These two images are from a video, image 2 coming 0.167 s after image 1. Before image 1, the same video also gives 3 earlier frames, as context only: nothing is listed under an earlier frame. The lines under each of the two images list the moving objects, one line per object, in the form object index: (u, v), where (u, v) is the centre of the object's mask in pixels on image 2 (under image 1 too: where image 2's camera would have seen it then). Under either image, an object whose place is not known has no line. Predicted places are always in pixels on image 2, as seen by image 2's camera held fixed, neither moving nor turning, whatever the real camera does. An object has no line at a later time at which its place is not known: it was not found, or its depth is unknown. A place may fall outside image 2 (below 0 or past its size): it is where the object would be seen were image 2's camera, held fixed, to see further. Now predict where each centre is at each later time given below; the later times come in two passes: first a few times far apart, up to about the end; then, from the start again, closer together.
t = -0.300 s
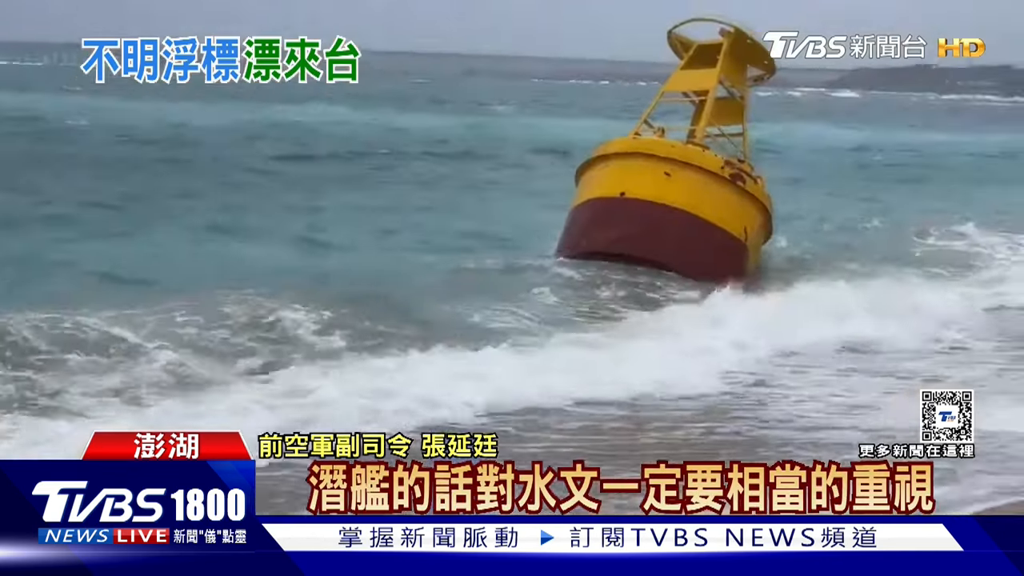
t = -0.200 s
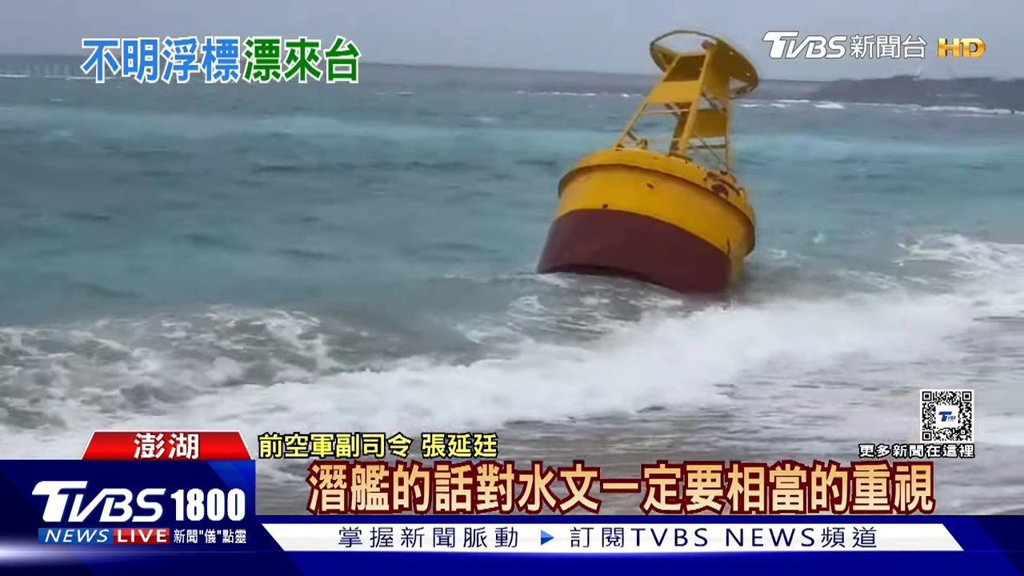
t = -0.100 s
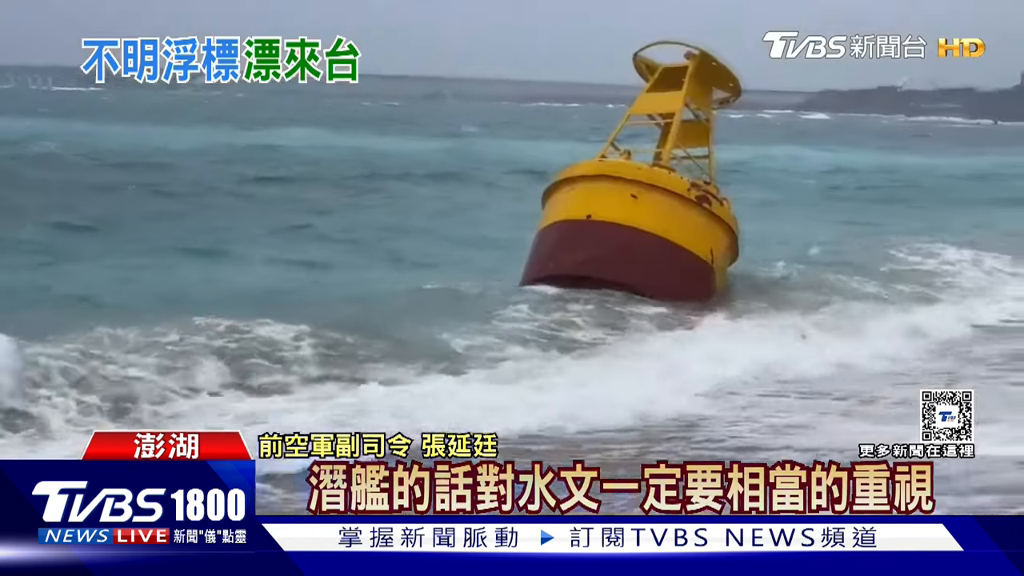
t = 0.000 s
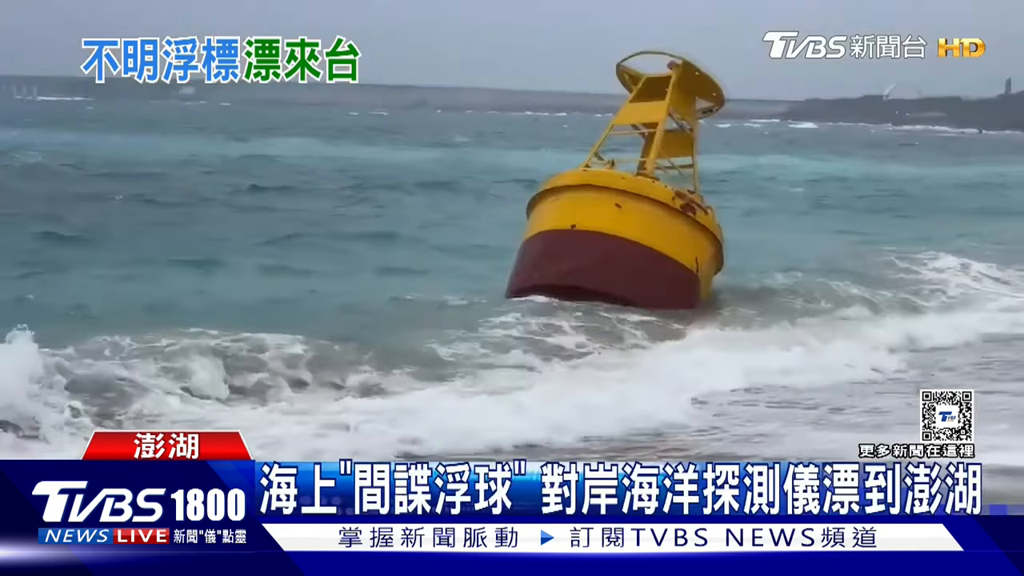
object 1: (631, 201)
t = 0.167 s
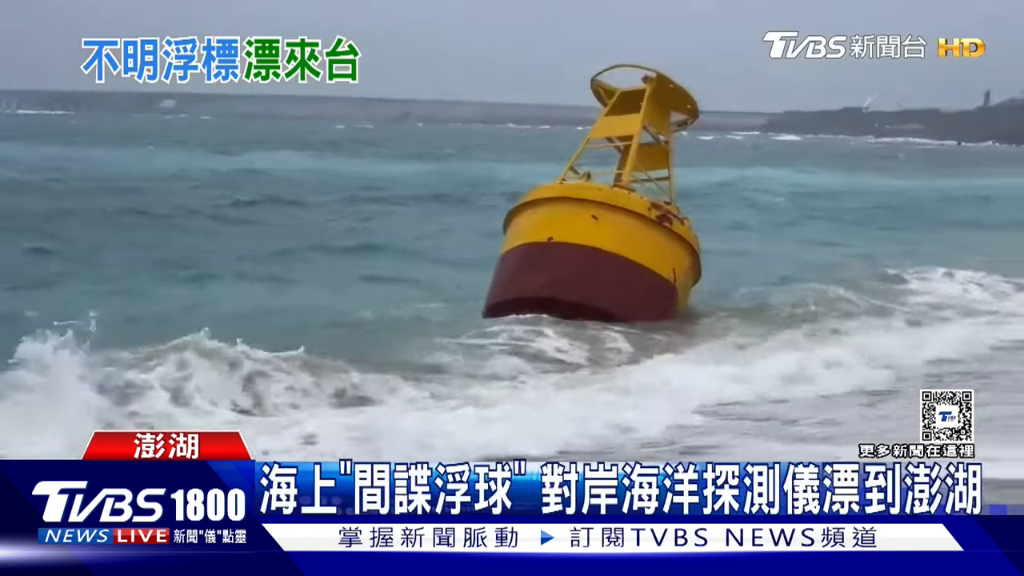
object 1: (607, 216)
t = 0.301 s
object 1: (592, 226)
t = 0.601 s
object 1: (569, 241)
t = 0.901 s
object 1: (560, 247)
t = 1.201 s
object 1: (559, 250)
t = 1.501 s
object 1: (561, 253)
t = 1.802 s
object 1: (564, 255)
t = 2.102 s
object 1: (565, 257)
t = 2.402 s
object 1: (564, 262)
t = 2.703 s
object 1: (560, 269)
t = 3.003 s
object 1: (557, 277)
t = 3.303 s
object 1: (557, 282)
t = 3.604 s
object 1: (561, 280)
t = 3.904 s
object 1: (563, 279)
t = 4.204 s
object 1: (559, 281)
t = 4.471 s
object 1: (554, 283)
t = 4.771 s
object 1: (554, 287)
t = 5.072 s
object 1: (554, 291)
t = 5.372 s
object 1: (555, 291)
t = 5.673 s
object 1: (556, 292)
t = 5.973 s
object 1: (558, 293)
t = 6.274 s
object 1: (560, 293)
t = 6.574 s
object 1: (564, 291)
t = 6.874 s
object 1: (570, 288)
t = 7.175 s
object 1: (576, 283)
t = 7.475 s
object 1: (588, 276)
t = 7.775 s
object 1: (602, 267)
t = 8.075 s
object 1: (611, 260)
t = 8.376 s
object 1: (608, 265)
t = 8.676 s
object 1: (595, 272)
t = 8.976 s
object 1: (586, 258)
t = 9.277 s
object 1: (573, 273)
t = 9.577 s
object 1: (573, 276)
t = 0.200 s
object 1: (602, 218)
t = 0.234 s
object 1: (598, 221)
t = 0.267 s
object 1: (595, 223)
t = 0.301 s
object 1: (592, 226)
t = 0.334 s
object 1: (589, 228)
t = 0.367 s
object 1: (586, 230)
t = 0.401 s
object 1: (583, 232)
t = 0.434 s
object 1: (580, 233)
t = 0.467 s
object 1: (577, 235)
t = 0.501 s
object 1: (575, 236)
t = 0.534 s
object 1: (573, 239)
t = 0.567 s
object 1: (570, 240)
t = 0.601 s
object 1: (569, 241)
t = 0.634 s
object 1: (567, 242)
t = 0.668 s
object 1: (566, 242)
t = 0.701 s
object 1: (565, 243)
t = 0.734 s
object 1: (564, 244)
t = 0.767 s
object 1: (563, 245)
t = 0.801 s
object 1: (562, 245)
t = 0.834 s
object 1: (561, 246)
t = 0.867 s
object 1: (561, 247)
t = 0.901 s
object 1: (560, 247)
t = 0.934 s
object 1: (559, 248)
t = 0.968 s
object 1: (559, 248)
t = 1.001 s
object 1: (559, 248)
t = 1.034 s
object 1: (559, 249)
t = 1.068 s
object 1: (558, 249)
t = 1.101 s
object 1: (558, 249)
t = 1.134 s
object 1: (558, 250)
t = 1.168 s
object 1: (558, 250)
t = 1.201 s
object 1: (559, 250)
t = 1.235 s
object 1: (559, 251)
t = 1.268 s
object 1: (559, 251)
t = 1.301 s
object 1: (559, 251)
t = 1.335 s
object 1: (560, 252)
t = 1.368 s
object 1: (560, 252)
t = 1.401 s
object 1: (560, 252)
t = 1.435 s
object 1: (561, 252)
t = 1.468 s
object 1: (561, 253)
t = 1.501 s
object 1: (561, 253)
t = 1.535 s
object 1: (561, 253)
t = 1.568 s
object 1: (562, 253)
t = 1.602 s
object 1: (562, 254)
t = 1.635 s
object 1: (562, 254)
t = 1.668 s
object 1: (563, 254)
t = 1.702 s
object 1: (563, 254)
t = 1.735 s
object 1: (563, 255)
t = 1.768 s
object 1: (563, 255)
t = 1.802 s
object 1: (564, 255)
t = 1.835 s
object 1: (564, 255)
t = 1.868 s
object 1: (564, 255)
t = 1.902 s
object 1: (564, 256)
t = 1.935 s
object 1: (565, 256)
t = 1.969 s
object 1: (565, 256)
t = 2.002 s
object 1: (565, 256)
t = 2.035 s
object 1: (565, 256)
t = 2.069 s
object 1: (565, 257)
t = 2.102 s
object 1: (565, 257)
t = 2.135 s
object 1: (565, 258)
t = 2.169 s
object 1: (565, 258)
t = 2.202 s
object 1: (565, 259)
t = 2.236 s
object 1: (565, 259)
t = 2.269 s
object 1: (564, 260)
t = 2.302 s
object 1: (564, 261)
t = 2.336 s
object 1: (564, 261)
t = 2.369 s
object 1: (564, 262)
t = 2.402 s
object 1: (564, 262)
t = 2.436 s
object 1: (563, 263)
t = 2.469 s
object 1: (563, 263)
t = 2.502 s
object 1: (563, 264)
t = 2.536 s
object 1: (562, 265)
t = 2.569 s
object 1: (562, 266)
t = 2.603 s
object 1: (561, 266)
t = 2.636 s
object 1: (561, 267)
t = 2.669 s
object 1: (560, 268)
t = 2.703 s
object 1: (560, 269)
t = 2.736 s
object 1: (560, 270)
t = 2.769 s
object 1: (559, 271)
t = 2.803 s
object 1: (559, 272)
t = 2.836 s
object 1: (558, 273)
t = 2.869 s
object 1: (558, 274)
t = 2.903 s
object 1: (558, 274)
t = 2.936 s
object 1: (558, 275)
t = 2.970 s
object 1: (557, 276)
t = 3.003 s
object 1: (557, 277)
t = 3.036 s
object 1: (557, 278)
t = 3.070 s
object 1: (557, 279)
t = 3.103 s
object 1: (557, 279)
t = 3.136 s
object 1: (557, 280)
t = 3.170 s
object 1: (557, 281)
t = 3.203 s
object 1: (557, 281)
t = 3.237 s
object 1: (557, 282)
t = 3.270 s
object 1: (557, 282)
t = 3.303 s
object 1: (557, 282)
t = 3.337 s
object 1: (557, 282)
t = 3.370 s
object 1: (558, 282)
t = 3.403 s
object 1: (558, 282)
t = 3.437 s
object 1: (559, 282)
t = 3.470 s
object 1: (559, 281)
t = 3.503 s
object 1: (560, 281)
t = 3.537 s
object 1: (560, 281)
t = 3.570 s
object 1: (561, 281)
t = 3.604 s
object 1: (561, 280)
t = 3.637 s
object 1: (562, 281)
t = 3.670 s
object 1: (562, 280)
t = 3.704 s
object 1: (562, 280)
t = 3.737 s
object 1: (562, 280)
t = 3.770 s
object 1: (563, 280)
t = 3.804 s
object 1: (563, 280)
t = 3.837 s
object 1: (563, 280)
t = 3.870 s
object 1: (563, 279)
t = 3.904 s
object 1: (563, 279)
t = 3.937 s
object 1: (563, 280)
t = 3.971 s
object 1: (563, 280)
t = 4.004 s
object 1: (563, 279)
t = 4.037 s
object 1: (562, 279)
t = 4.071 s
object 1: (562, 280)
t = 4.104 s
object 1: (561, 280)
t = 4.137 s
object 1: (560, 280)
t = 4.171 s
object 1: (560, 280)
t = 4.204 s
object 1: (559, 281)
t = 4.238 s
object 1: (558, 281)
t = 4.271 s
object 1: (558, 281)
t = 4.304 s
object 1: (557, 281)
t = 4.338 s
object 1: (556, 282)
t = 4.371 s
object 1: (555, 282)
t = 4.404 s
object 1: (555, 282)
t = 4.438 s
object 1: (554, 283)
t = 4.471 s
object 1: (554, 283)
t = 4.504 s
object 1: (554, 283)
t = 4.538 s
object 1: (554, 283)
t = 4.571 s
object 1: (553, 284)
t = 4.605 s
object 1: (553, 285)
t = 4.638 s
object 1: (553, 286)
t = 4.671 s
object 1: (553, 286)
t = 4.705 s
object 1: (554, 286)
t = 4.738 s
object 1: (554, 287)
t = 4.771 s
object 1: (554, 287)
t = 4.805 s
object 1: (554, 288)
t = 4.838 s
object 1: (554, 289)
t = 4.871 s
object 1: (554, 290)
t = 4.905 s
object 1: (554, 290)
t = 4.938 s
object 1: (554, 290)
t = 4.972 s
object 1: (554, 291)
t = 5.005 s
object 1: (554, 291)
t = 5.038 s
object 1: (554, 291)
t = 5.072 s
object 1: (554, 291)
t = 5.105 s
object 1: (554, 291)
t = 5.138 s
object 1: (554, 291)
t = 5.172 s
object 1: (554, 291)
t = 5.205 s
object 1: (555, 291)
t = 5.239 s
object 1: (555, 291)
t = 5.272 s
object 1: (555, 291)
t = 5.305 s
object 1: (555, 291)
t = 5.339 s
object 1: (555, 292)
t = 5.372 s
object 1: (555, 291)
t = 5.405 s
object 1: (555, 292)
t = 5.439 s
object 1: (555, 291)
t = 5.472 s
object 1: (555, 292)
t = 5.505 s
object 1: (555, 292)
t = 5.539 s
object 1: (556, 292)
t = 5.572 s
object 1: (556, 292)
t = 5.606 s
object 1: (556, 292)
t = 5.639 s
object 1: (556, 292)
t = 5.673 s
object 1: (556, 292)
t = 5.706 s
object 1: (556, 292)
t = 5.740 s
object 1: (557, 293)
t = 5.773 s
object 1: (557, 293)
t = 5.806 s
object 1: (557, 293)
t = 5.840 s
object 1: (557, 293)
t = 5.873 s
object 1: (557, 293)
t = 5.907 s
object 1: (557, 294)
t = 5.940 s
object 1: (558, 293)
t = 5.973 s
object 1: (558, 293)
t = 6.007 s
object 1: (558, 294)
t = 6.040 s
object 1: (558, 293)
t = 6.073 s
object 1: (558, 294)
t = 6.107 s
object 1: (559, 293)
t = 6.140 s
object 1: (559, 293)
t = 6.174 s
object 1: (559, 293)
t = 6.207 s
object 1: (559, 293)
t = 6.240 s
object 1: (559, 293)
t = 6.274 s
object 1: (560, 293)
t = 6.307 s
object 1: (560, 293)
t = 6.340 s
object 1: (560, 293)
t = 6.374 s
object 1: (561, 293)
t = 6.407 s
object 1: (561, 293)
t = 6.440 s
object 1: (561, 293)
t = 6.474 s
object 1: (562, 292)
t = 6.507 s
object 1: (563, 292)
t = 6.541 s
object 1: (563, 292)
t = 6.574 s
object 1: (564, 291)
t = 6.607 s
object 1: (564, 291)
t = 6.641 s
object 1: (565, 291)
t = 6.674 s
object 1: (566, 291)
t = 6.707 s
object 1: (566, 290)
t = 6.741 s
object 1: (566, 290)
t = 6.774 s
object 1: (567, 290)
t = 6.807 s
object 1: (568, 289)
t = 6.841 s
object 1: (569, 289)
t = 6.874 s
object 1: (570, 288)
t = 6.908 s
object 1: (570, 288)
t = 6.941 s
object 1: (571, 287)
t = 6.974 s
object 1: (572, 286)
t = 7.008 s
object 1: (573, 286)
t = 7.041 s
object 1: (574, 285)
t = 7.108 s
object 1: (574, 285)
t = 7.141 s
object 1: (575, 284)
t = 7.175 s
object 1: (576, 283)
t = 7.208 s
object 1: (576, 283)
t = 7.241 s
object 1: (577, 282)
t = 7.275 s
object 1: (579, 282)
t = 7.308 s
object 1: (580, 281)
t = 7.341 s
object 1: (581, 280)
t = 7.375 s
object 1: (583, 279)
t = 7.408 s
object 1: (585, 278)
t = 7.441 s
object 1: (587, 277)
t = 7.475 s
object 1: (588, 276)
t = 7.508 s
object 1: (588, 275)
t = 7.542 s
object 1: (590, 274)
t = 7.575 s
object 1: (592, 273)
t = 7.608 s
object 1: (594, 272)
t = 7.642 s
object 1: (595, 271)
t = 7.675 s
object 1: (598, 270)
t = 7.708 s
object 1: (599, 269)
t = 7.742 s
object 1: (601, 268)
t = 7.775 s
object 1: (602, 267)
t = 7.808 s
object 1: (604, 266)
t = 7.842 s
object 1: (605, 265)
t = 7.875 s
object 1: (607, 264)
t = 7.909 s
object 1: (608, 262)
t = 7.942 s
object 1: (609, 261)
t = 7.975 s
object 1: (610, 261)
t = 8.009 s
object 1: (610, 261)
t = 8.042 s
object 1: (611, 260)
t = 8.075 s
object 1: (611, 260)
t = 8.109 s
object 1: (611, 260)
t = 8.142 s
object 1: (611, 260)
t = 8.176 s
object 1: (611, 260)
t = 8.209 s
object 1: (611, 260)
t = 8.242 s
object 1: (610, 261)
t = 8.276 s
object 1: (610, 262)
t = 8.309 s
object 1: (609, 263)
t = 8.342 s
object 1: (609, 264)
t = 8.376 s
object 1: (608, 265)
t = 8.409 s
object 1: (607, 266)
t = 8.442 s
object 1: (606, 267)
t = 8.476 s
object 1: (605, 267)
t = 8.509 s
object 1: (604, 268)
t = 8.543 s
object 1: (602, 268)
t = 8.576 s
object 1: (600, 269)
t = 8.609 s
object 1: (599, 269)
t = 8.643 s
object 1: (596, 270)
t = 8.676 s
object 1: (595, 272)
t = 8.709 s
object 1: (593, 272)
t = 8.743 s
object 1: (592, 273)
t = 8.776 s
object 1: (592, 271)
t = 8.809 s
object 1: (591, 269)
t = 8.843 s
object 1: (591, 267)
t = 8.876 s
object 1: (590, 264)
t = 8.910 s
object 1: (589, 262)
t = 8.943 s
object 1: (587, 259)
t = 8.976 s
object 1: (586, 258)
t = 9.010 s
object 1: (584, 256)
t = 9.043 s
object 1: (582, 256)
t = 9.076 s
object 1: (580, 256)
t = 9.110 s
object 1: (579, 257)
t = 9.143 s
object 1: (577, 259)
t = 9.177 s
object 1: (576, 261)
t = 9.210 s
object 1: (575, 265)
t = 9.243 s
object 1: (574, 269)
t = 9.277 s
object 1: (573, 273)
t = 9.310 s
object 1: (573, 278)
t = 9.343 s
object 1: (573, 281)
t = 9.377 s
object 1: (572, 282)
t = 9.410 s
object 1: (572, 283)
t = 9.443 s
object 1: (572, 282)
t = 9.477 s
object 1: (572, 281)
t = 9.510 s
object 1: (572, 279)
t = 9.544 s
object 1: (573, 277)
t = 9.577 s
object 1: (573, 276)
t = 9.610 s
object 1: (574, 275)
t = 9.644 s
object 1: (575, 275)
